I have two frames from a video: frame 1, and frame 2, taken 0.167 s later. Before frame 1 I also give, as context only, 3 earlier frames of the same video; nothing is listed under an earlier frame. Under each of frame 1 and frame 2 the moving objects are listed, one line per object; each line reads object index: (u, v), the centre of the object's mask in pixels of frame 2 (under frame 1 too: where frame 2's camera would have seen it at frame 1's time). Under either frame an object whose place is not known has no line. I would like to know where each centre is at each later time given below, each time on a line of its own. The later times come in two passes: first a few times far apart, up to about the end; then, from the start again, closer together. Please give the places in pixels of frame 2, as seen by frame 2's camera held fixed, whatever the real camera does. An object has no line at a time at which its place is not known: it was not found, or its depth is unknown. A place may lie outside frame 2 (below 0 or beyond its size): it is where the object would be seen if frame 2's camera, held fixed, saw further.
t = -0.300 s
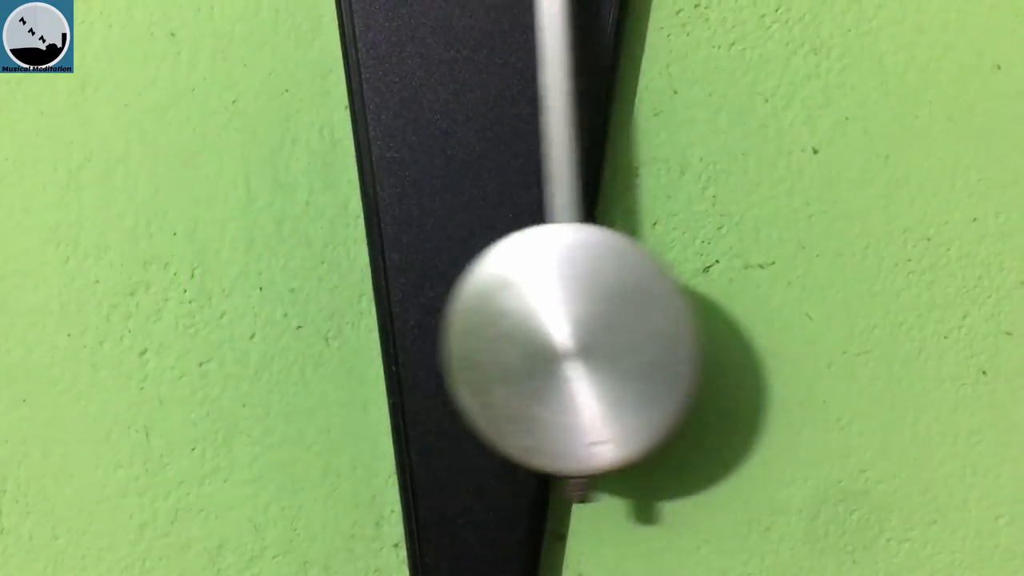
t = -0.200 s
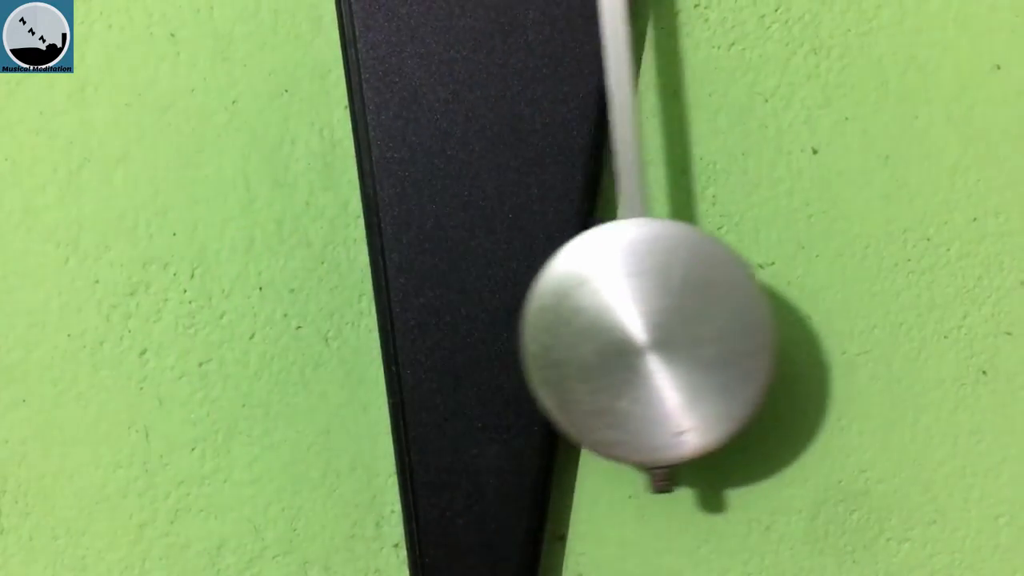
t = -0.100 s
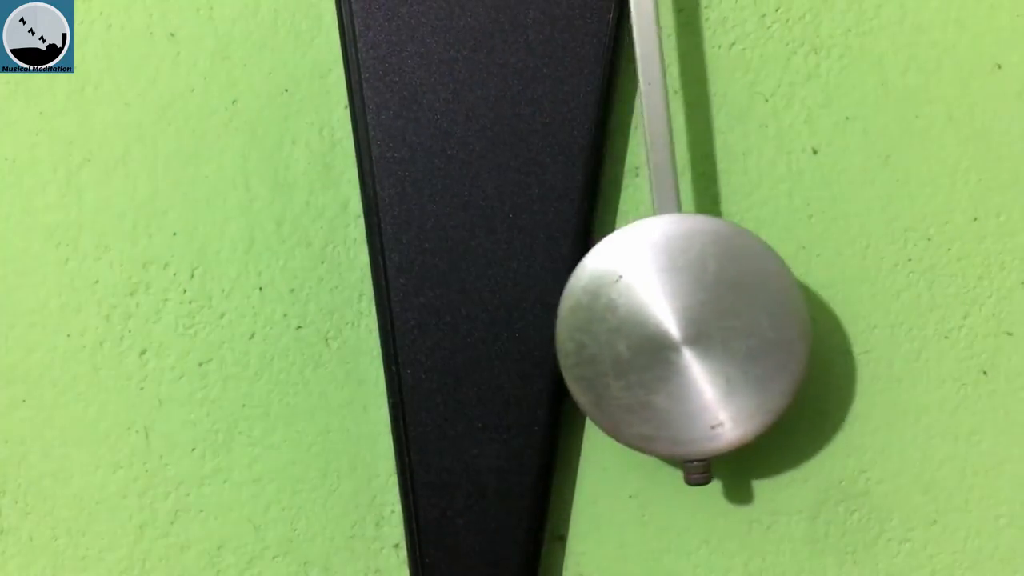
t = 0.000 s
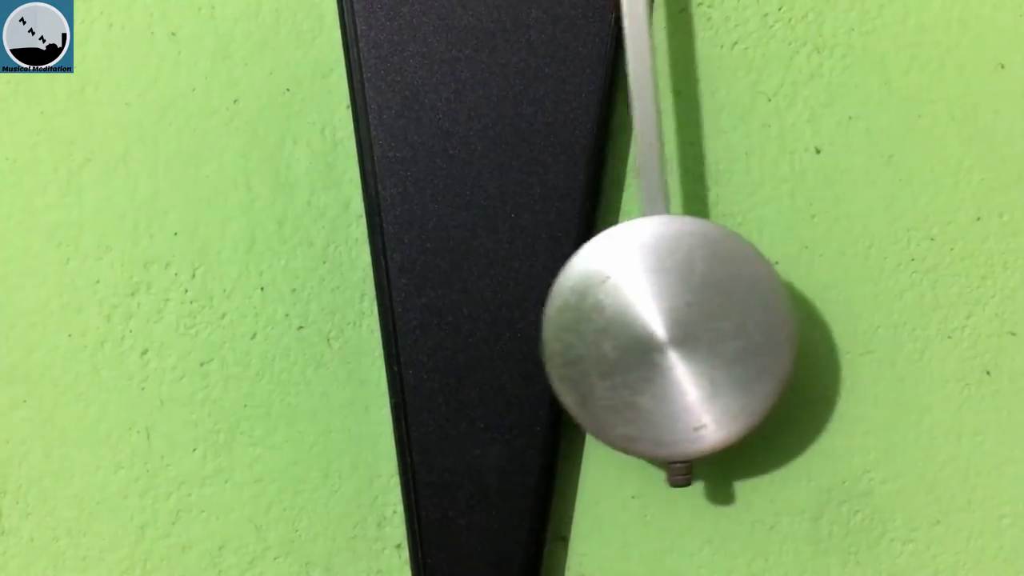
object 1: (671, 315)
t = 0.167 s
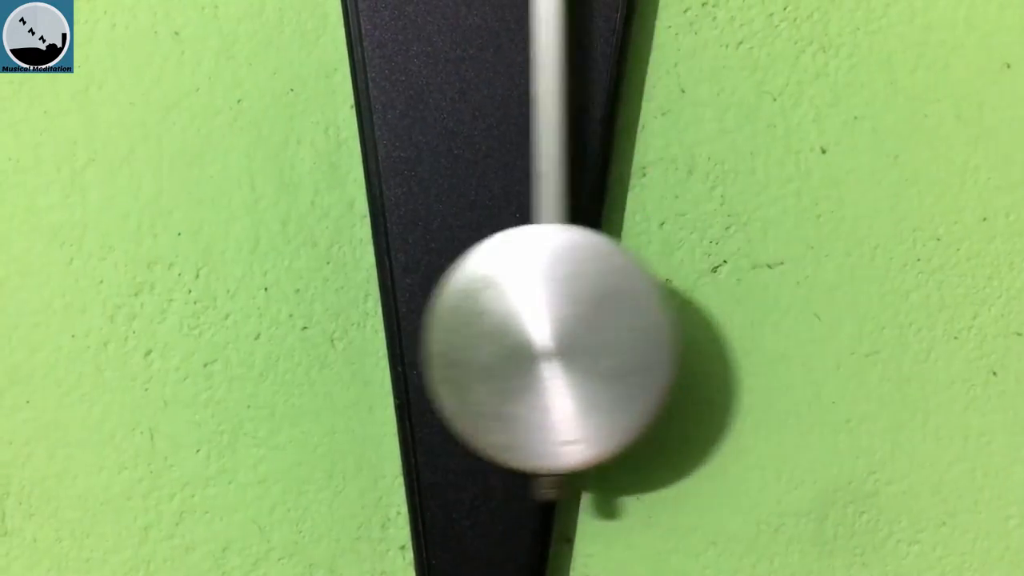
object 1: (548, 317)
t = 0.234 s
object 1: (486, 316)
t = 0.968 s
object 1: (649, 315)
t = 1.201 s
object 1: (664, 316)
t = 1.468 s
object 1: (432, 318)
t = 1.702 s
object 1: (312, 317)
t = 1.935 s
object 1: (463, 315)
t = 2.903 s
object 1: (326, 316)
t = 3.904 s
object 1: (380, 312)
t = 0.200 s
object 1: (515, 318)
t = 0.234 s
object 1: (486, 316)
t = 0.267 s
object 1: (455, 316)
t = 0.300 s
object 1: (423, 316)
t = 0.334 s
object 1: (394, 317)
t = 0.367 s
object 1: (368, 318)
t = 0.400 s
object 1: (346, 318)
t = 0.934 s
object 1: (625, 315)
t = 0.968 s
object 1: (649, 315)
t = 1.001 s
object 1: (668, 315)
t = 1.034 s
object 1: (682, 314)
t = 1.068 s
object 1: (690, 314)
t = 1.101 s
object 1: (692, 313)
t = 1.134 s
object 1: (689, 314)
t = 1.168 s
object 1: (679, 315)
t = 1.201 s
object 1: (664, 316)
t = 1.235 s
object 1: (643, 317)
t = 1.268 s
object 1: (619, 315)
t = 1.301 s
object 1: (590, 316)
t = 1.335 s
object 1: (560, 317)
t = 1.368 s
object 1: (528, 318)
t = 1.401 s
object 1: (497, 318)
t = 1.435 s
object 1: (464, 318)
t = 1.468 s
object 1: (432, 318)
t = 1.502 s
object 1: (401, 318)
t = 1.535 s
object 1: (374, 318)
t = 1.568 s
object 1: (350, 319)
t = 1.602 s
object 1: (331, 319)
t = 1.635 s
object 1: (319, 318)
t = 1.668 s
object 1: (312, 317)
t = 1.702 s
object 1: (312, 317)
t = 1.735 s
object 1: (319, 317)
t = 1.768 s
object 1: (331, 318)
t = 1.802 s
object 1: (350, 317)
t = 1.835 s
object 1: (373, 317)
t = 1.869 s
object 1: (401, 315)
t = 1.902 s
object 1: (431, 316)
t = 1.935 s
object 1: (463, 315)
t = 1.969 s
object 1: (495, 316)
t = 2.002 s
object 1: (526, 317)
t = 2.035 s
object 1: (559, 315)
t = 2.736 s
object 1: (363, 315)
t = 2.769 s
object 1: (344, 316)
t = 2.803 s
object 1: (331, 316)
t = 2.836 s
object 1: (323, 315)
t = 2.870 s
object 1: (322, 315)
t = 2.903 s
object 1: (326, 316)
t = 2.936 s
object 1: (337, 315)
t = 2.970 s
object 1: (353, 317)
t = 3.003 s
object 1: (374, 316)
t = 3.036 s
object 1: (399, 317)
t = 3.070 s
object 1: (428, 316)
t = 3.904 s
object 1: (380, 312)
